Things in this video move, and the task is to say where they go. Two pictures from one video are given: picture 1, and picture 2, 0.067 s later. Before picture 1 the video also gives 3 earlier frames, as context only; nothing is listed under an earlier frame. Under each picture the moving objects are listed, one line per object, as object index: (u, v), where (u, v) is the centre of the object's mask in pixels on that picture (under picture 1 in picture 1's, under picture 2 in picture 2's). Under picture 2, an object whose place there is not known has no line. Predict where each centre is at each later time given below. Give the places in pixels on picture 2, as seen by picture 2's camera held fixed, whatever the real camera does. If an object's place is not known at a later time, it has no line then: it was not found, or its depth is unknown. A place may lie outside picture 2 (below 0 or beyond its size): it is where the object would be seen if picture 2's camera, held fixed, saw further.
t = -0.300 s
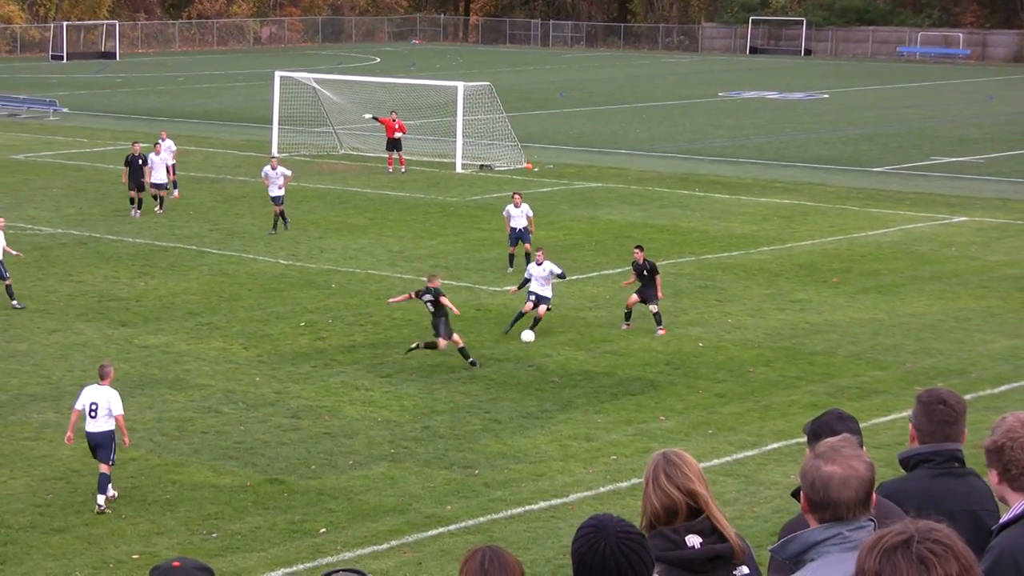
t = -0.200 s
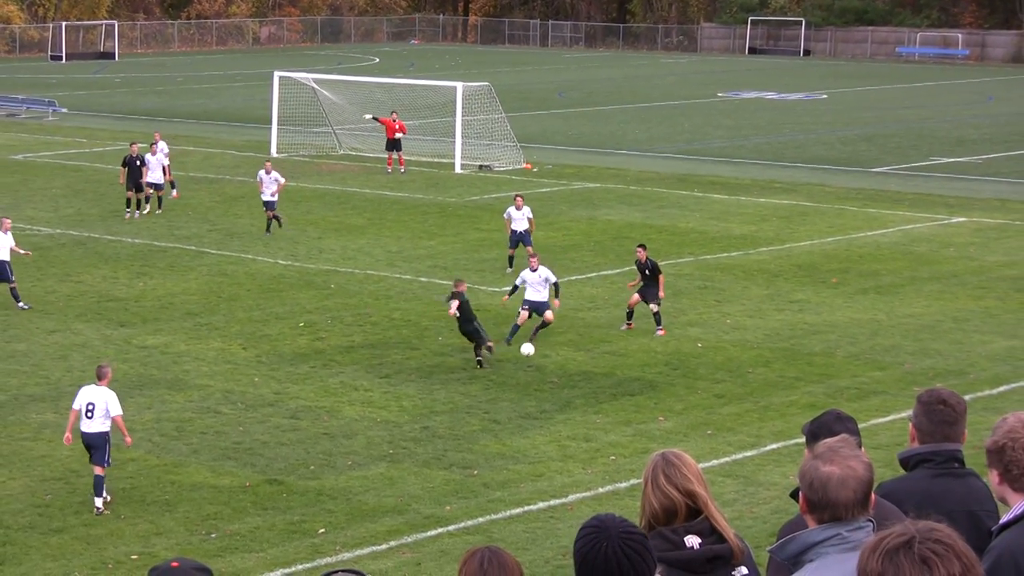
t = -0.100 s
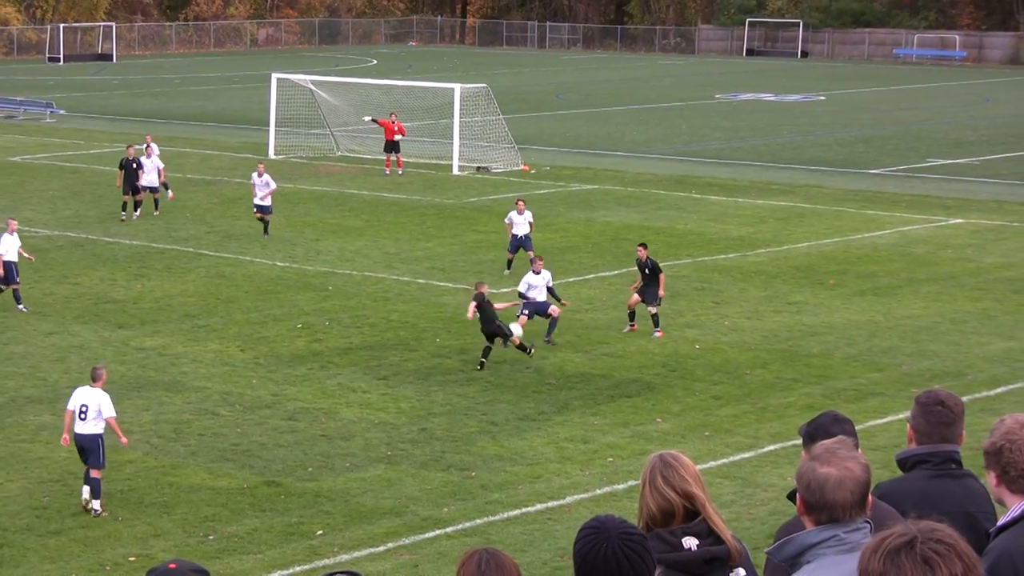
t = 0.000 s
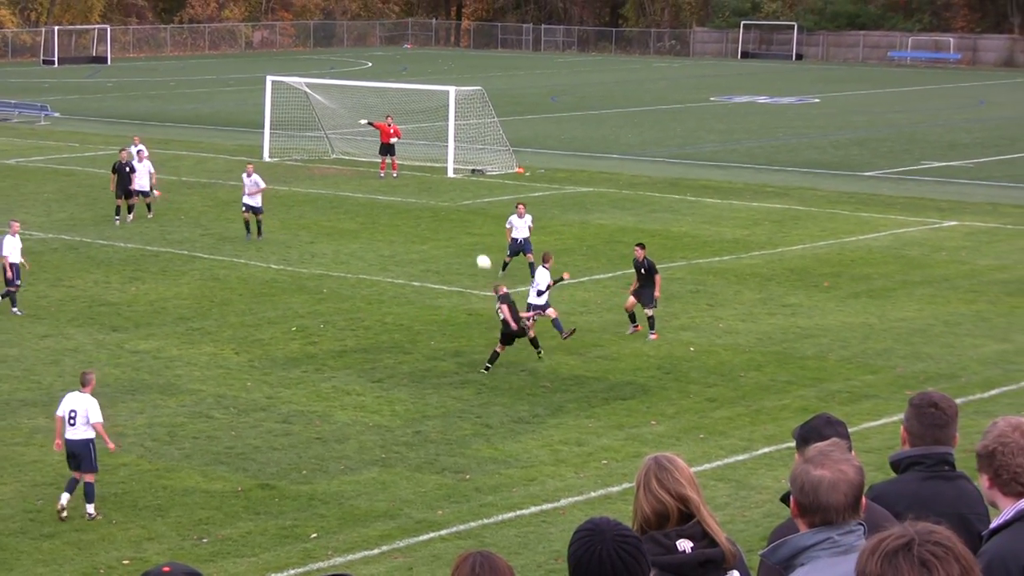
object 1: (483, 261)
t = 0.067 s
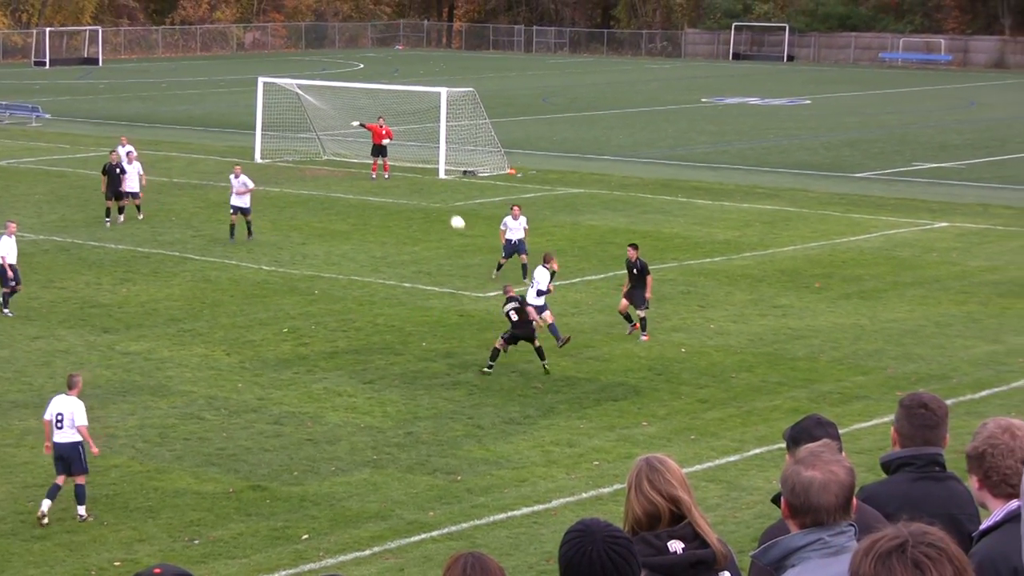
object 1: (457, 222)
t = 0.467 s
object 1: (359, 73)
